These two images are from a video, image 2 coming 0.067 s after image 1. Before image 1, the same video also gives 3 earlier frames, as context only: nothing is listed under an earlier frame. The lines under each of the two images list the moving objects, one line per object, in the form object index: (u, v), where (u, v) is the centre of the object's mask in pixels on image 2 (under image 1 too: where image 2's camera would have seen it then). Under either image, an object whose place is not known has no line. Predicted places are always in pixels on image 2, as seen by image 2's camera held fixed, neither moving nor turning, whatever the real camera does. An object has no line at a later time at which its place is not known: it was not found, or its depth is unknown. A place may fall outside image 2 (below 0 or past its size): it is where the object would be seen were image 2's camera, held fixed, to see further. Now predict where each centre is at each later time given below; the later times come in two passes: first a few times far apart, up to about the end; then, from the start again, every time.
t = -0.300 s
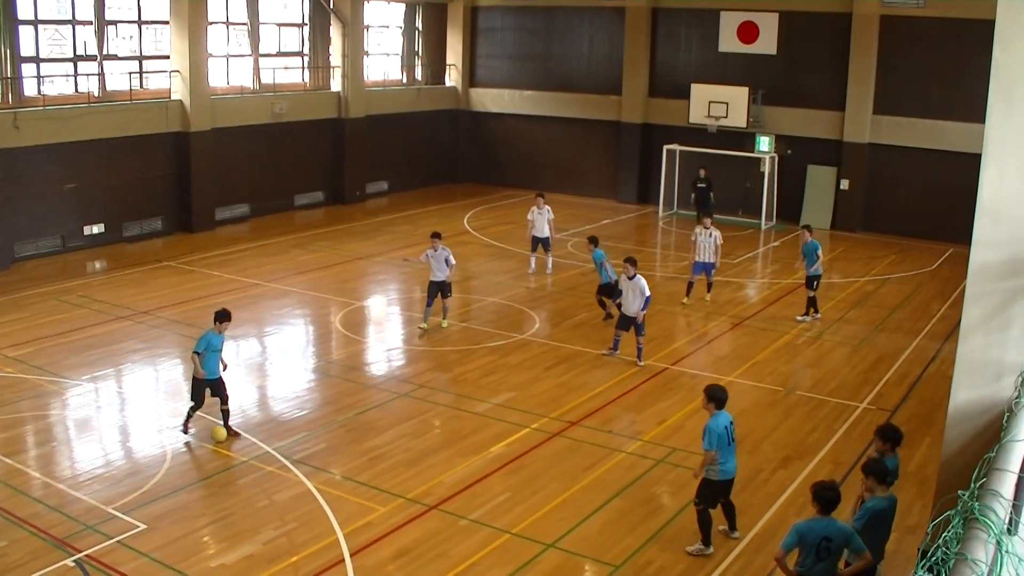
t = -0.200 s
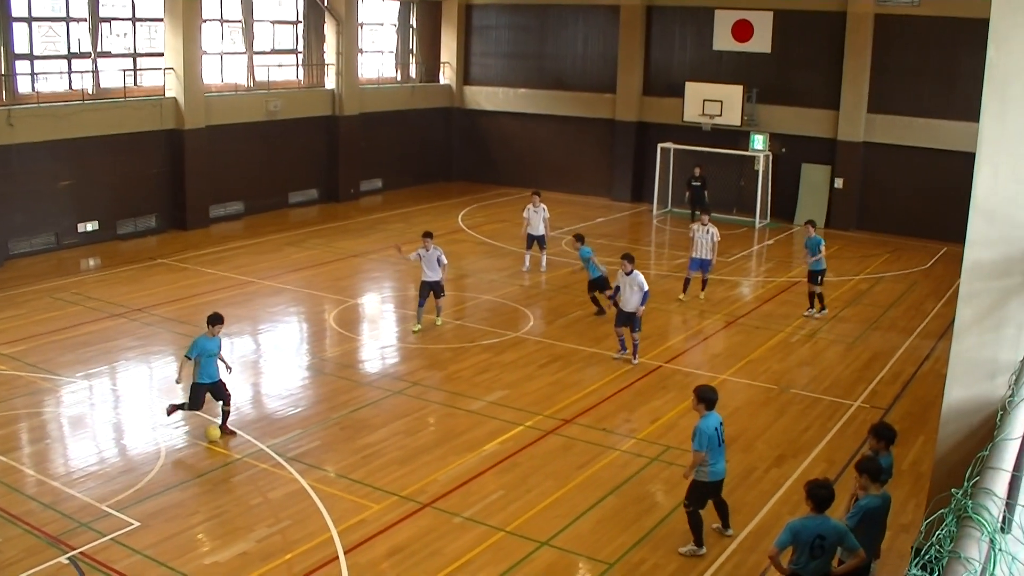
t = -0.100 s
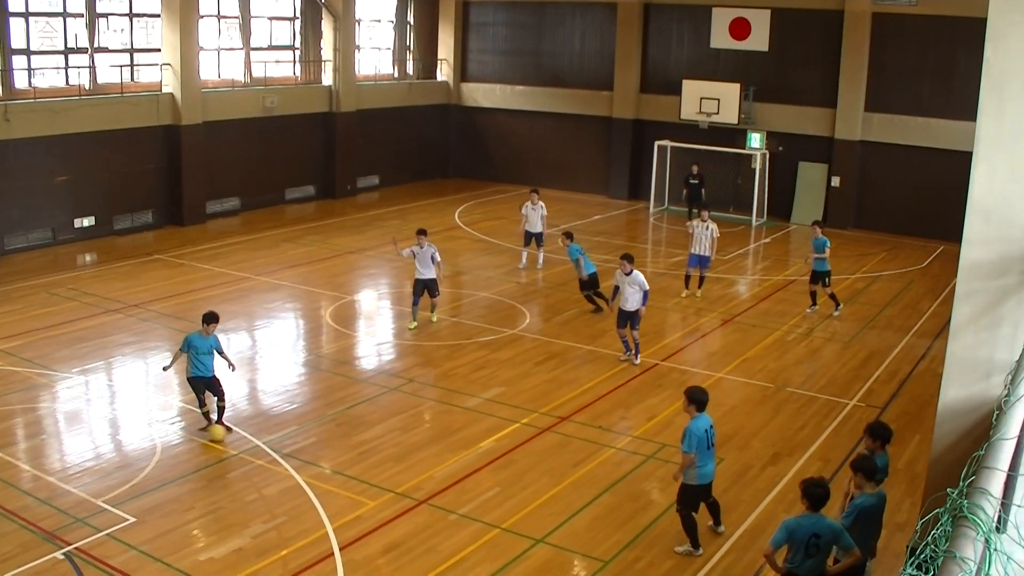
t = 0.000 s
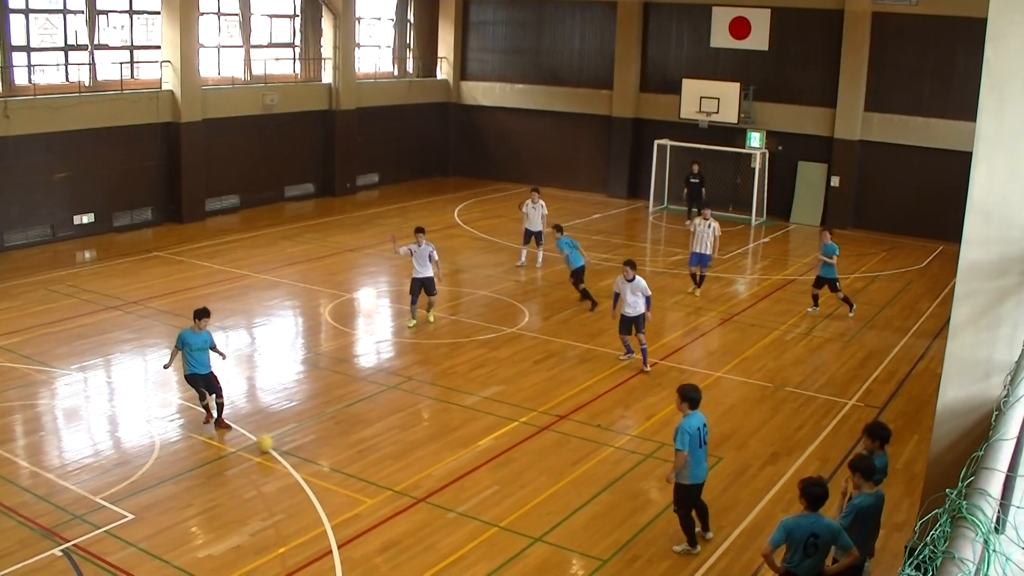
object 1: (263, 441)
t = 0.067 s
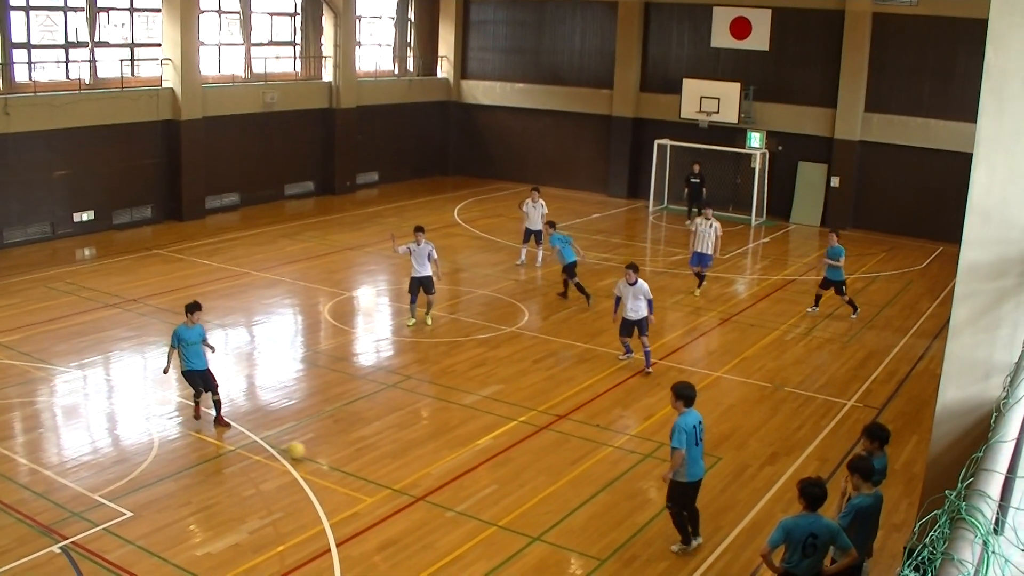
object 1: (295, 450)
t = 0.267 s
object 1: (391, 477)
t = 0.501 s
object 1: (501, 506)
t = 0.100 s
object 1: (313, 455)
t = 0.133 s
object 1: (328, 458)
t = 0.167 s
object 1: (343, 463)
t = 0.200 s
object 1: (361, 468)
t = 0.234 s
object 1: (376, 473)
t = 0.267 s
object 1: (391, 477)
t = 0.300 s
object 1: (407, 481)
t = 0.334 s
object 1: (423, 485)
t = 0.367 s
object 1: (439, 490)
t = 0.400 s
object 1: (454, 493)
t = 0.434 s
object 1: (470, 498)
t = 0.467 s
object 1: (485, 501)
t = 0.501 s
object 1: (501, 506)
